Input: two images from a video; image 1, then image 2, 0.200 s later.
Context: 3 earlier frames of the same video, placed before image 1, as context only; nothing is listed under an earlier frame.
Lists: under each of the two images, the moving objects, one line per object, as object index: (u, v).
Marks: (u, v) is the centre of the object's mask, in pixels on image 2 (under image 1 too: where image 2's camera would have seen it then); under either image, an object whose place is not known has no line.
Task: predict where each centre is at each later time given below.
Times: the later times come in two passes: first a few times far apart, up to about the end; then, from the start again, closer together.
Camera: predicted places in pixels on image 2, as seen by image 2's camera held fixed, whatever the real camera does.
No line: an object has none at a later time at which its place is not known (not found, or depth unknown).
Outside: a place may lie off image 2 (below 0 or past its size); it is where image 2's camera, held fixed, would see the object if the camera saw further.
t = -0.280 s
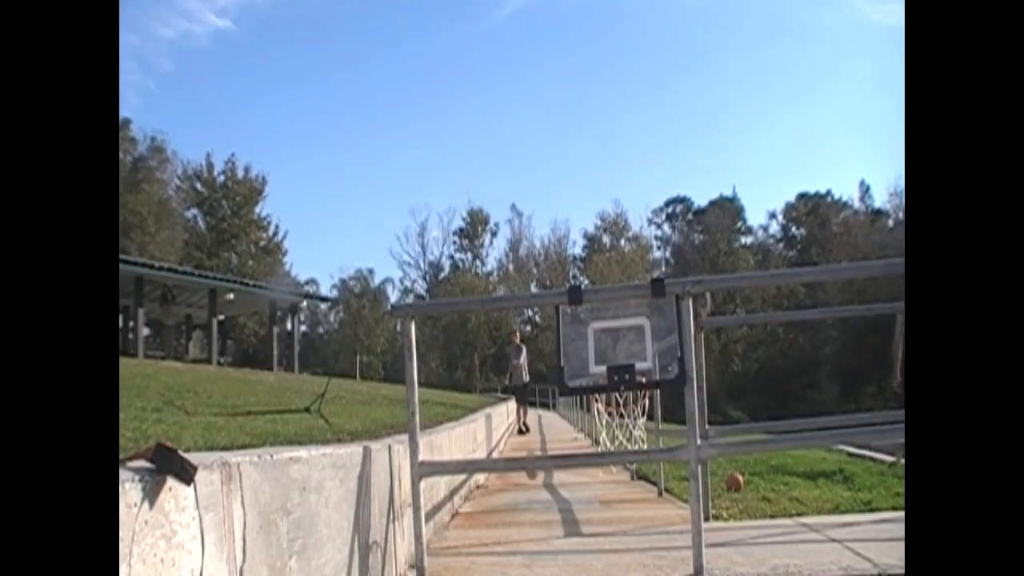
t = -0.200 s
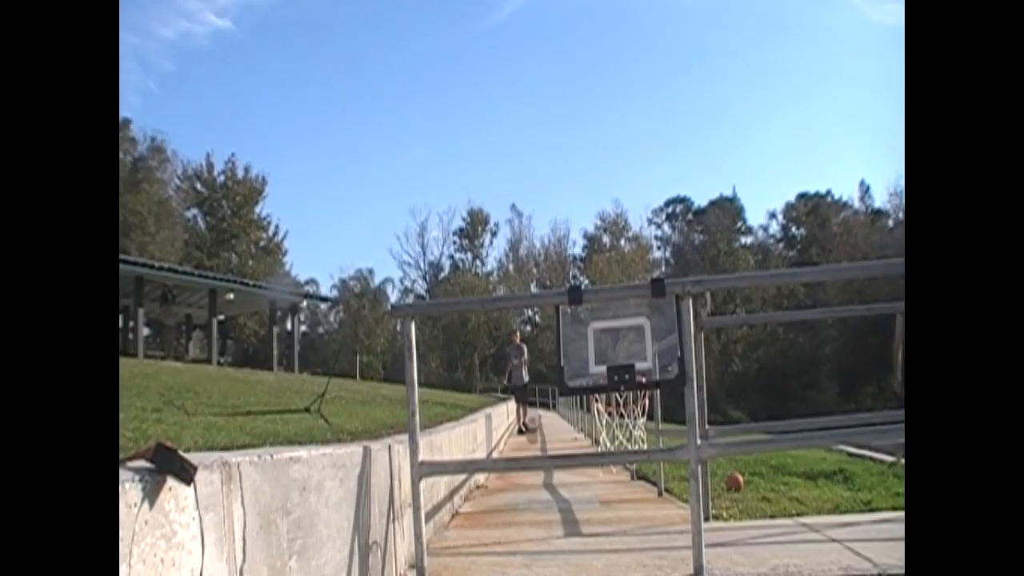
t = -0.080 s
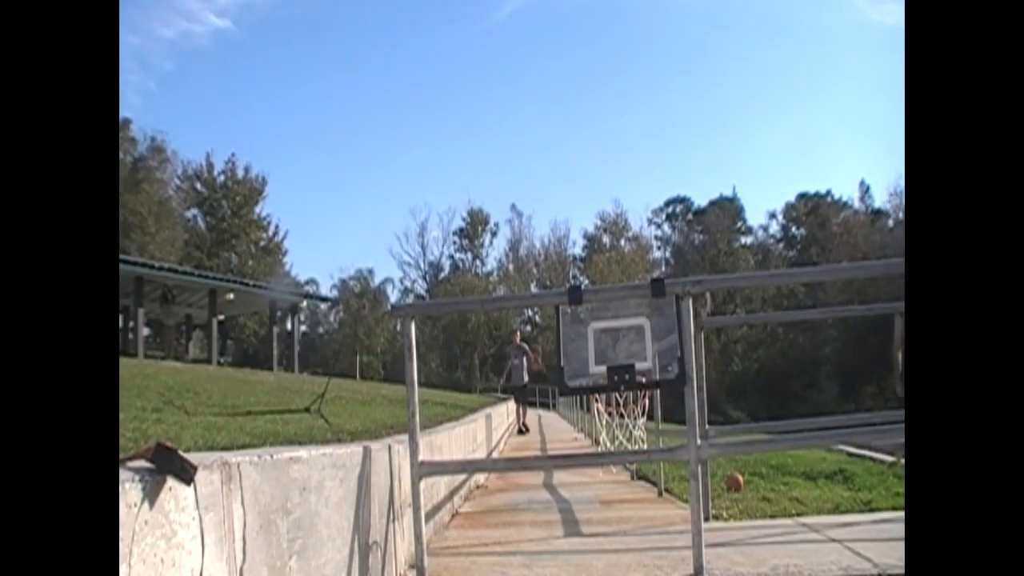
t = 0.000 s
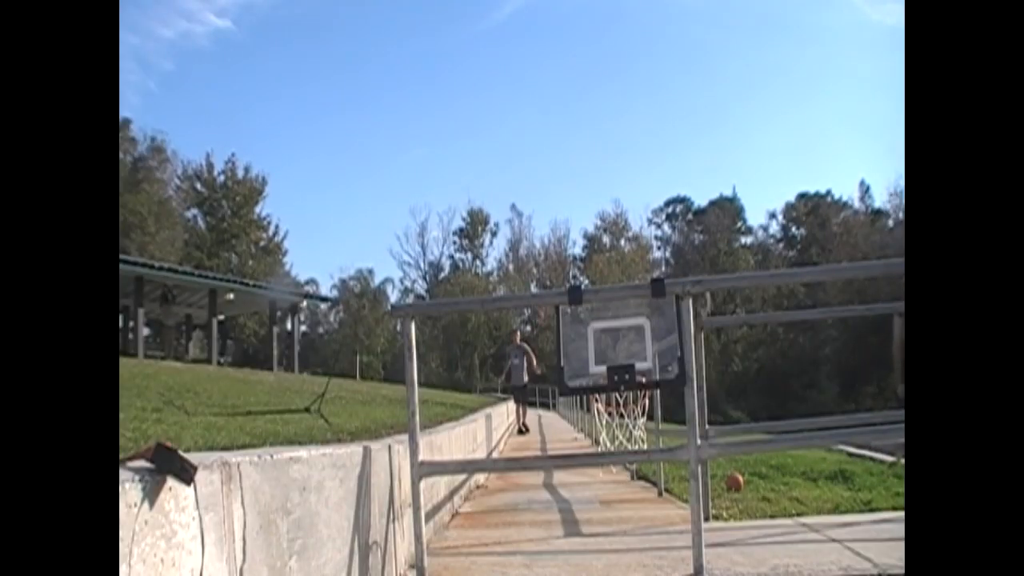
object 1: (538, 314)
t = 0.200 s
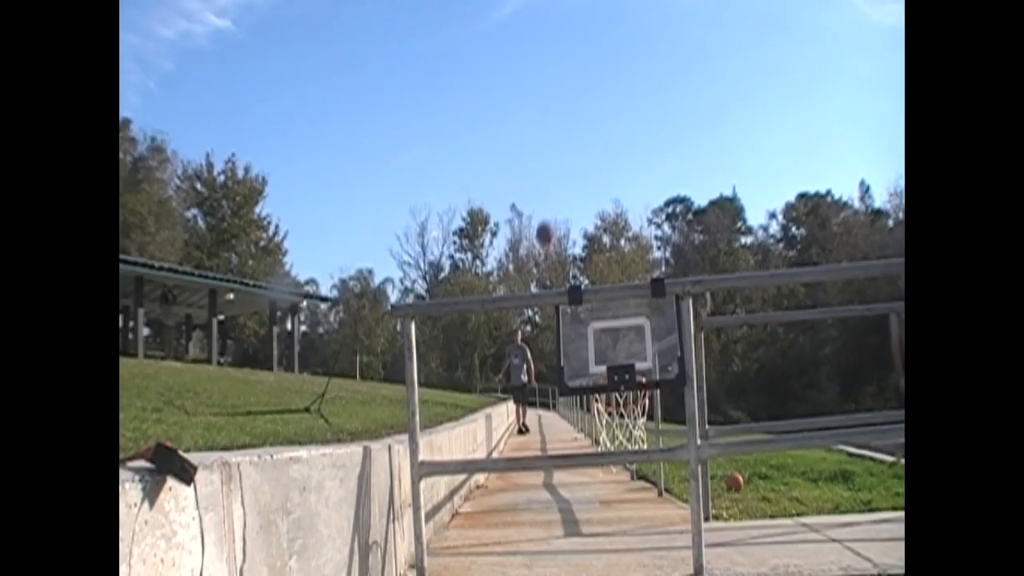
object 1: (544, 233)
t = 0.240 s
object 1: (547, 224)
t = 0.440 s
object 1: (563, 222)
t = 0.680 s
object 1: (610, 403)
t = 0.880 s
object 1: (626, 409)
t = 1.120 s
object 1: (627, 431)
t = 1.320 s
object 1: (636, 527)
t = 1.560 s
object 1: (632, 437)
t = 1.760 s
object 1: (634, 531)
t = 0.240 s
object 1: (547, 224)
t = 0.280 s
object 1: (549, 217)
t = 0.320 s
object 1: (552, 214)
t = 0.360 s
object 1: (555, 213)
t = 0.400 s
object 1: (559, 216)
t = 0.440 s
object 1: (563, 222)
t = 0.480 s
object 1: (568, 234)
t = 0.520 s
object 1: (574, 245)
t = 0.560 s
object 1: (582, 270)
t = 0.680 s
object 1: (610, 403)
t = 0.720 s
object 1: (628, 401)
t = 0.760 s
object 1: (627, 399)
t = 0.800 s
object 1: (624, 391)
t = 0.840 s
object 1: (618, 399)
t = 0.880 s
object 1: (626, 409)
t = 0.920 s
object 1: (620, 399)
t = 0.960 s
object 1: (614, 383)
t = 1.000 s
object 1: (620, 380)
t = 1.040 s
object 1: (624, 394)
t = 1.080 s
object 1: (625, 410)
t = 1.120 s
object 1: (627, 431)
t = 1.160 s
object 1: (631, 463)
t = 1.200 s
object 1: (633, 496)
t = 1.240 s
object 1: (636, 532)
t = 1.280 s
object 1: (638, 552)
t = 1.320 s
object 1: (636, 527)
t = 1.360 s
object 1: (635, 498)
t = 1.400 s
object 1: (635, 473)
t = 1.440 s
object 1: (633, 453)
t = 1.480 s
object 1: (633, 441)
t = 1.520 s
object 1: (632, 437)
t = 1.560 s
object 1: (632, 437)
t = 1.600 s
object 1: (633, 441)
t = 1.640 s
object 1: (633, 452)
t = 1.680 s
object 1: (633, 475)
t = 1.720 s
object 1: (634, 500)
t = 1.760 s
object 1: (634, 531)
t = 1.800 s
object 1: (636, 556)
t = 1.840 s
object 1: (636, 550)
